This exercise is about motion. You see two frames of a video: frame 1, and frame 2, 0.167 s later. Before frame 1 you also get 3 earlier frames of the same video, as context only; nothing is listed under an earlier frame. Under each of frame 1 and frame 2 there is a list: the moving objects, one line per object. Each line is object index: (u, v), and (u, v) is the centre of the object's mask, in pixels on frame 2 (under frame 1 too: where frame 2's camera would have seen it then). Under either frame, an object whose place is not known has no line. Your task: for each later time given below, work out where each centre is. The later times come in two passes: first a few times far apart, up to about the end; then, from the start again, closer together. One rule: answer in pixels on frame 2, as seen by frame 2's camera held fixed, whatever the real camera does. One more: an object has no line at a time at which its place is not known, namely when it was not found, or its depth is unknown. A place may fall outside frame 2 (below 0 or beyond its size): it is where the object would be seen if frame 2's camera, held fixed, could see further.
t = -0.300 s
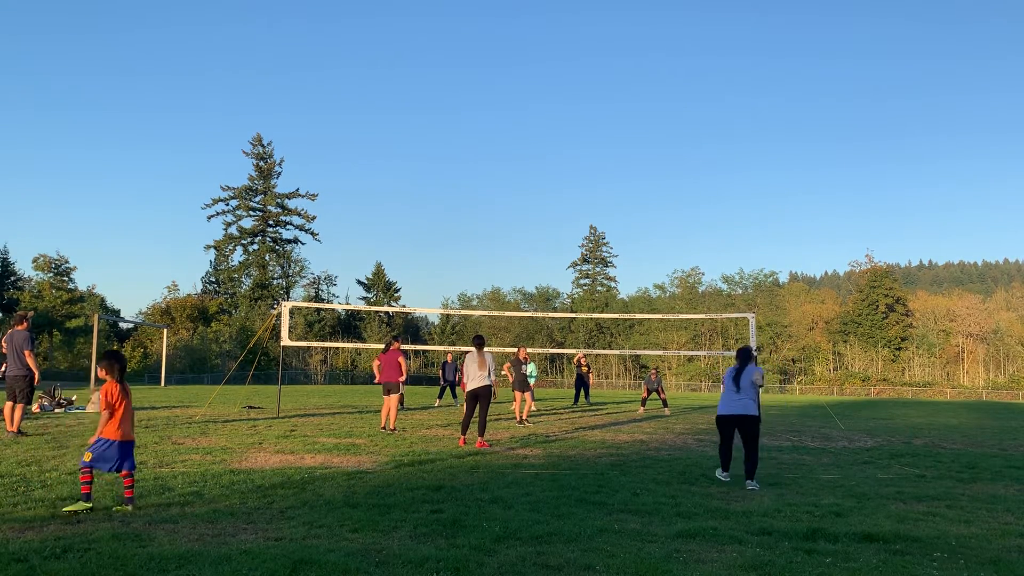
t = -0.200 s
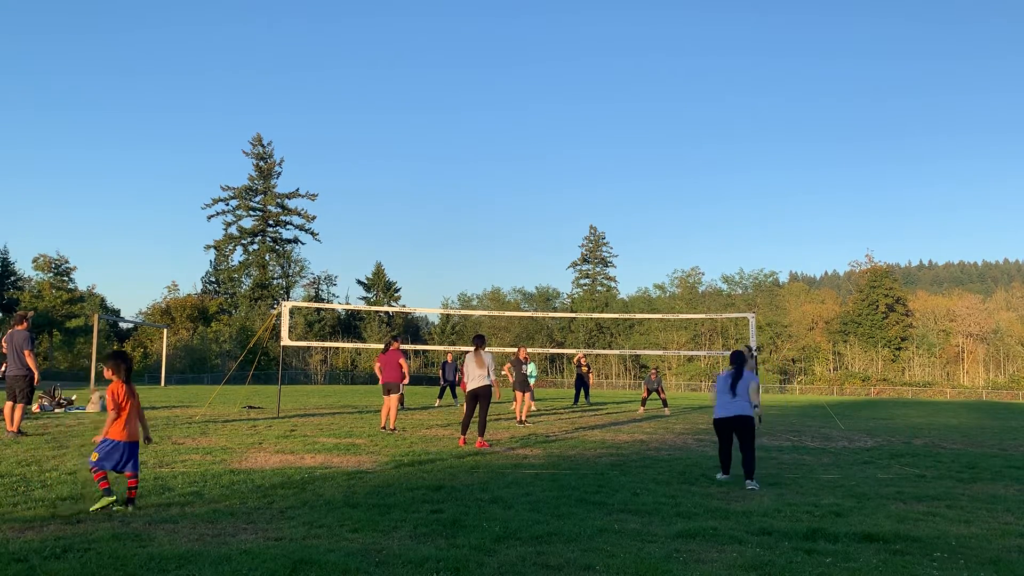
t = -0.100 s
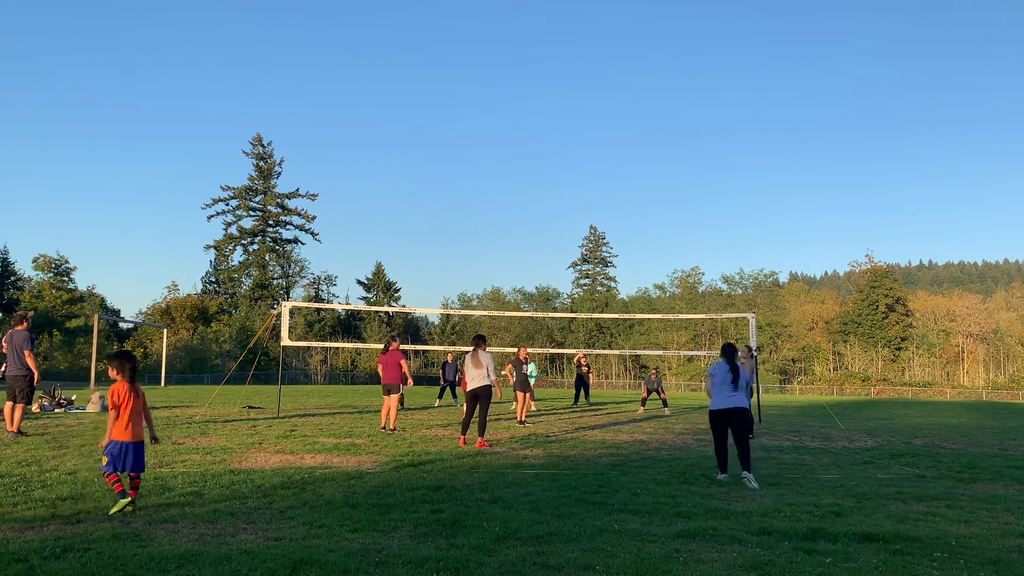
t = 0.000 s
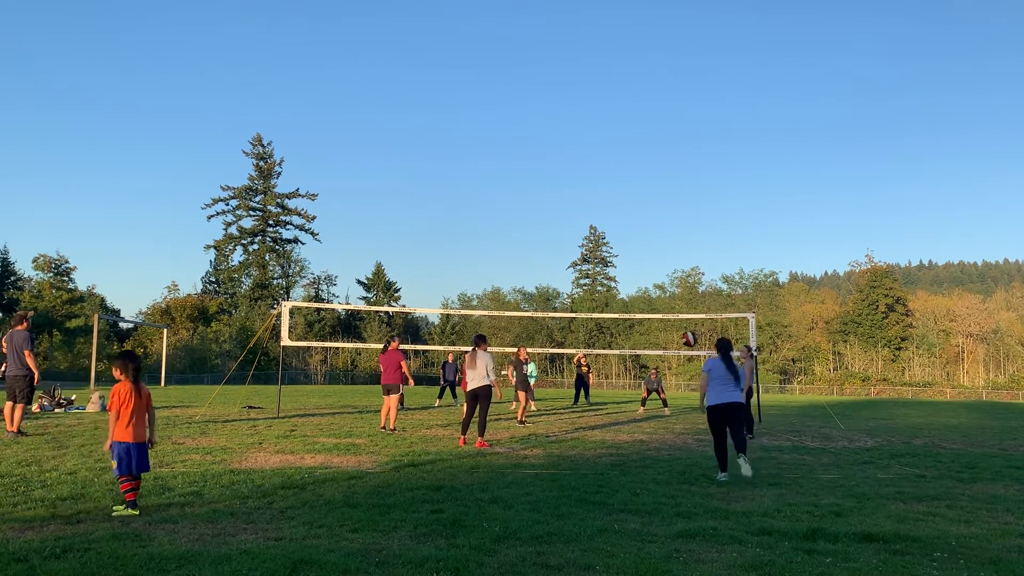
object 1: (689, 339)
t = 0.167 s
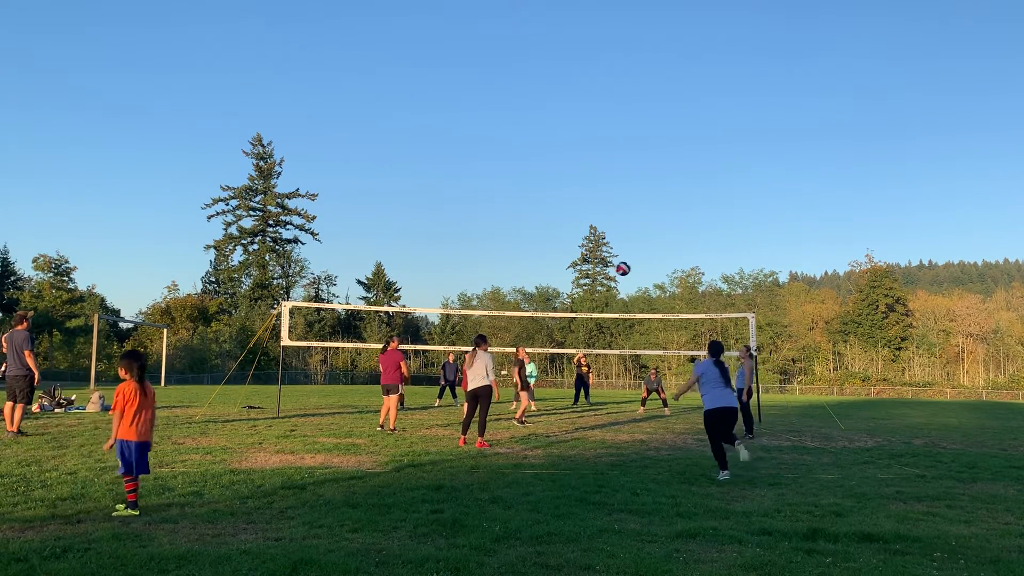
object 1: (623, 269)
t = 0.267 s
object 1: (593, 245)
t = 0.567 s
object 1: (529, 222)
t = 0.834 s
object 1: (492, 244)
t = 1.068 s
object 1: (470, 282)
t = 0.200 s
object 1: (612, 260)
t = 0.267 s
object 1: (593, 245)
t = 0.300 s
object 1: (584, 239)
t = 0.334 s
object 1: (576, 233)
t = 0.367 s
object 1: (568, 229)
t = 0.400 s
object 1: (561, 226)
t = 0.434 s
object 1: (554, 224)
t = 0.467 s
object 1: (547, 223)
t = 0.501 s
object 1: (540, 222)
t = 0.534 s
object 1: (535, 221)
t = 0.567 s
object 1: (529, 222)
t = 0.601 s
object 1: (523, 223)
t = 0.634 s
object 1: (518, 225)
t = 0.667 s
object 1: (513, 227)
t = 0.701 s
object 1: (508, 229)
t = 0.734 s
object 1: (504, 232)
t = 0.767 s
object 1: (500, 236)
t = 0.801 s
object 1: (496, 240)
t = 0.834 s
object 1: (492, 244)
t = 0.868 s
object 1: (488, 249)
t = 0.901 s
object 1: (485, 254)
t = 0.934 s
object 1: (482, 259)
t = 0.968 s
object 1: (479, 264)
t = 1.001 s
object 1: (476, 270)
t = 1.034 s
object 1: (473, 276)
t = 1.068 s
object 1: (470, 282)
